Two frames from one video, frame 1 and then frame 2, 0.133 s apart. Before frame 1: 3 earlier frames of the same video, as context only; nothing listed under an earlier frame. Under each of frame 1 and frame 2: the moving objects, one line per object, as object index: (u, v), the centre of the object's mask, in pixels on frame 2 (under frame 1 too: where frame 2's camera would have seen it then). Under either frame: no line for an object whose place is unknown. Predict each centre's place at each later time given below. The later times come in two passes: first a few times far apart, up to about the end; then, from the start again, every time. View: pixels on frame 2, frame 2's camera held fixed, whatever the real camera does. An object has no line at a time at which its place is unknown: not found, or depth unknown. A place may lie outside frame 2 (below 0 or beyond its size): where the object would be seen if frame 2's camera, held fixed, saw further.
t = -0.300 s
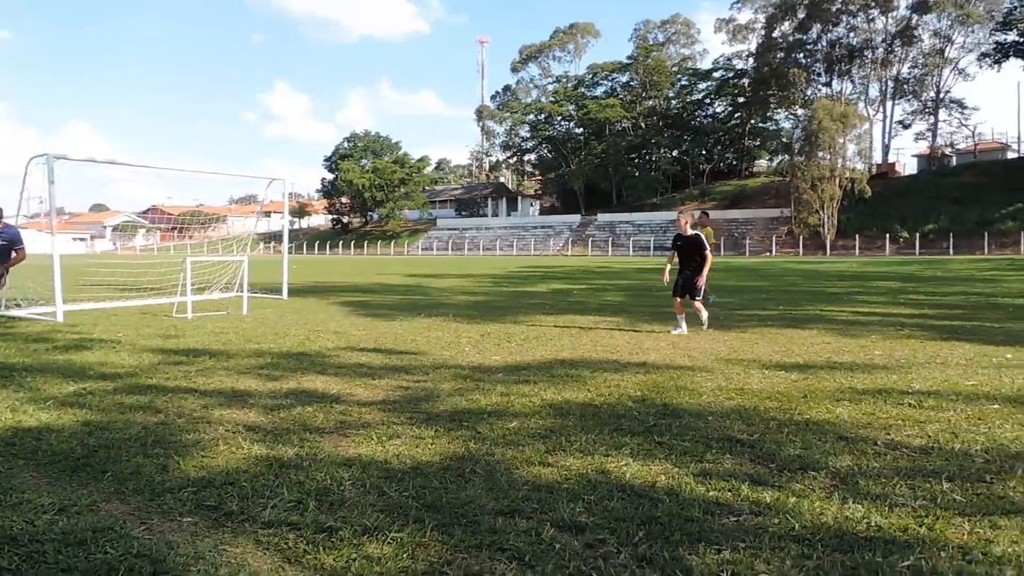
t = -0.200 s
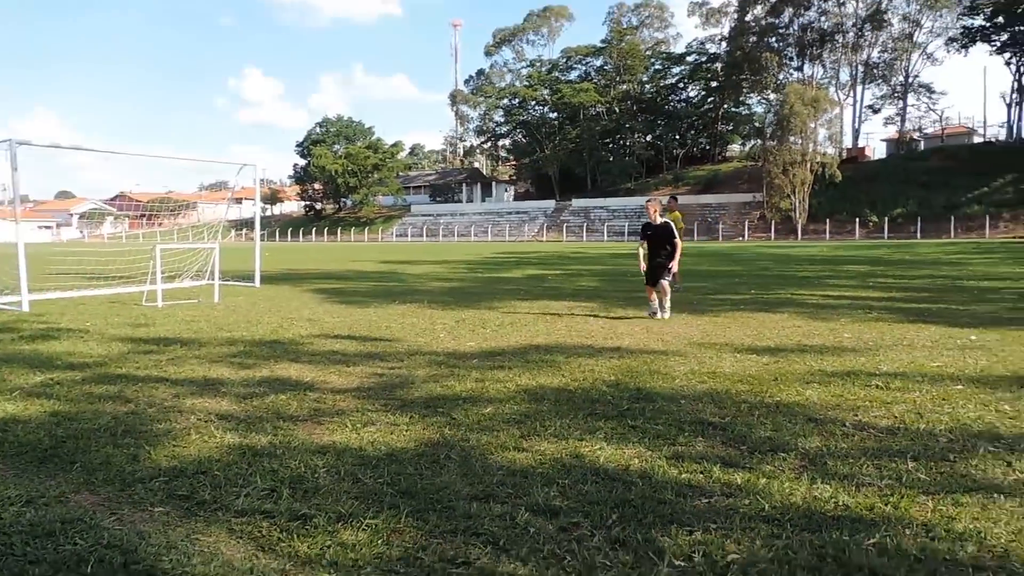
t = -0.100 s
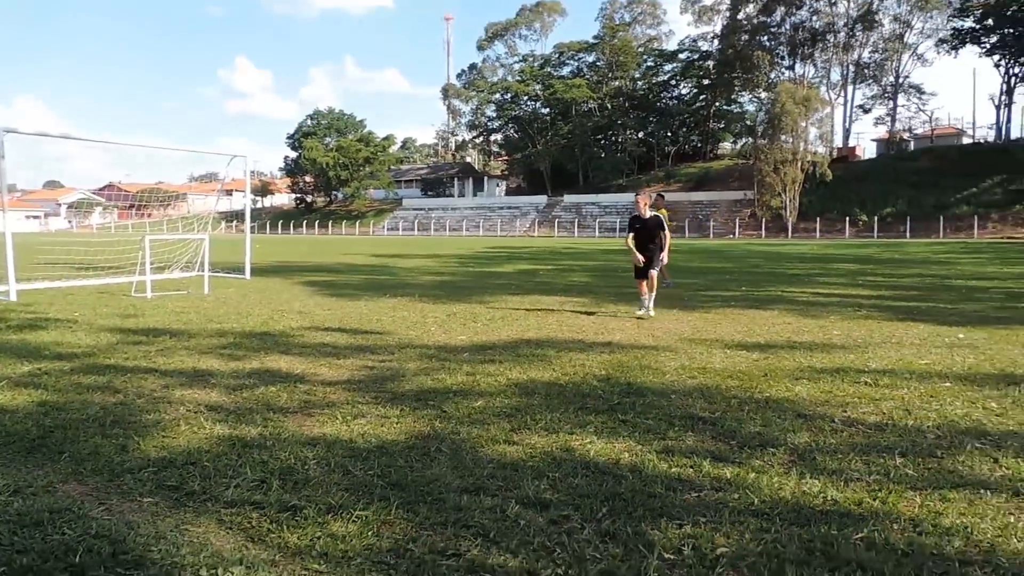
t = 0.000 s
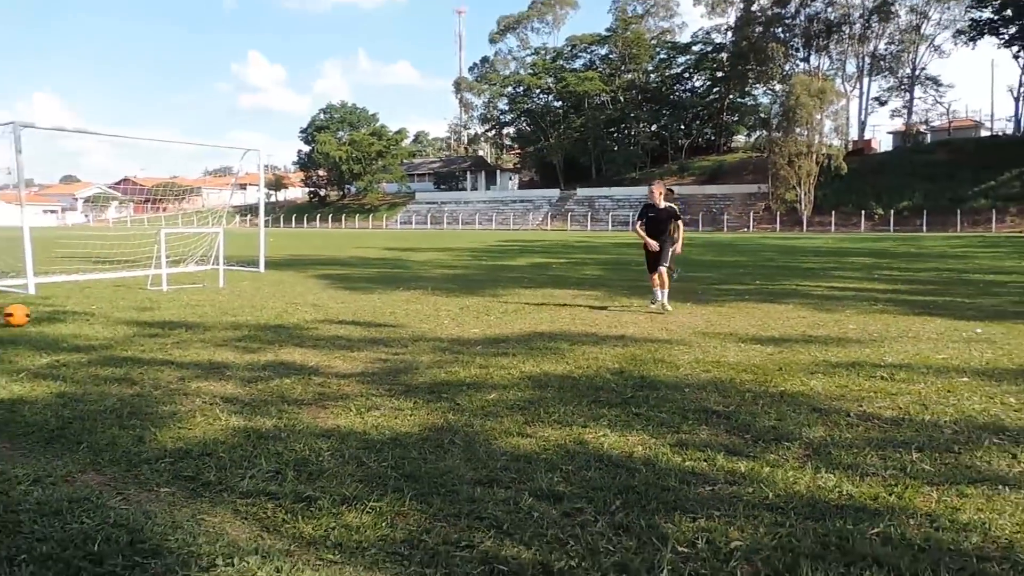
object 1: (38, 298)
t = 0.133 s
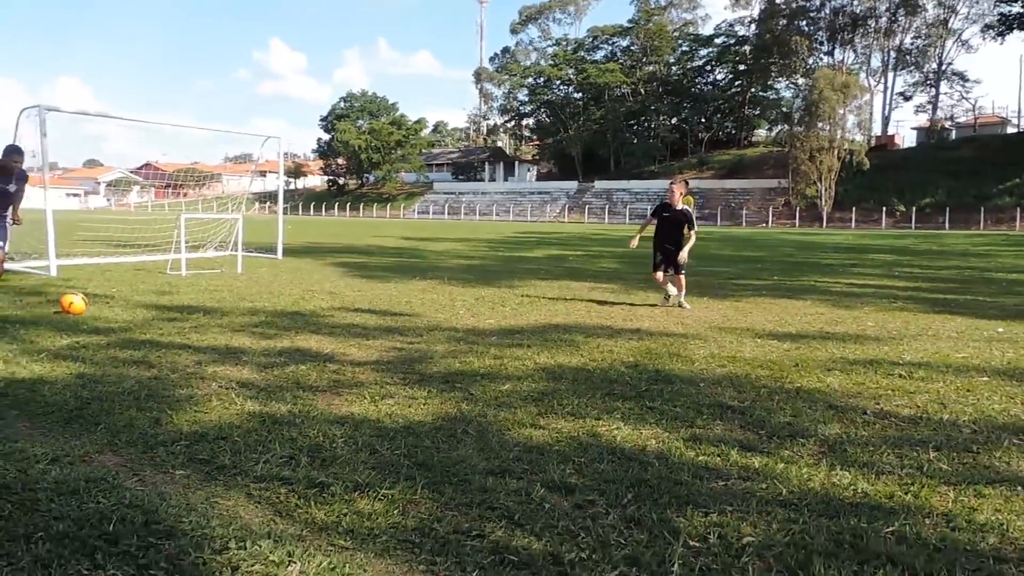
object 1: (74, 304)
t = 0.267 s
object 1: (104, 307)
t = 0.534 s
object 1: (172, 318)
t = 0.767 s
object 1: (237, 325)
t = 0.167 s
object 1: (82, 303)
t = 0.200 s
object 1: (89, 303)
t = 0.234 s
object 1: (97, 304)
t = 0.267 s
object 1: (104, 307)
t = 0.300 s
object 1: (113, 310)
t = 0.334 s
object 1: (121, 311)
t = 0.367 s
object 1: (128, 311)
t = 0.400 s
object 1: (137, 312)
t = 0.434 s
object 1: (146, 314)
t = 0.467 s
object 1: (156, 317)
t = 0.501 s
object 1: (164, 317)
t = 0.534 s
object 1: (172, 318)
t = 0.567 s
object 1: (181, 319)
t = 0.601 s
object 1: (190, 322)
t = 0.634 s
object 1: (200, 322)
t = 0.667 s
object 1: (209, 322)
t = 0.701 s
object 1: (218, 323)
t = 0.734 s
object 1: (227, 325)
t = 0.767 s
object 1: (237, 325)
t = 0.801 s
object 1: (247, 326)
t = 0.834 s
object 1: (257, 329)
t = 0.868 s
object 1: (268, 331)
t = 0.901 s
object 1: (278, 330)
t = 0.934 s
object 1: (288, 332)
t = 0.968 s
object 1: (298, 335)
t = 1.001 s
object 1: (309, 337)
